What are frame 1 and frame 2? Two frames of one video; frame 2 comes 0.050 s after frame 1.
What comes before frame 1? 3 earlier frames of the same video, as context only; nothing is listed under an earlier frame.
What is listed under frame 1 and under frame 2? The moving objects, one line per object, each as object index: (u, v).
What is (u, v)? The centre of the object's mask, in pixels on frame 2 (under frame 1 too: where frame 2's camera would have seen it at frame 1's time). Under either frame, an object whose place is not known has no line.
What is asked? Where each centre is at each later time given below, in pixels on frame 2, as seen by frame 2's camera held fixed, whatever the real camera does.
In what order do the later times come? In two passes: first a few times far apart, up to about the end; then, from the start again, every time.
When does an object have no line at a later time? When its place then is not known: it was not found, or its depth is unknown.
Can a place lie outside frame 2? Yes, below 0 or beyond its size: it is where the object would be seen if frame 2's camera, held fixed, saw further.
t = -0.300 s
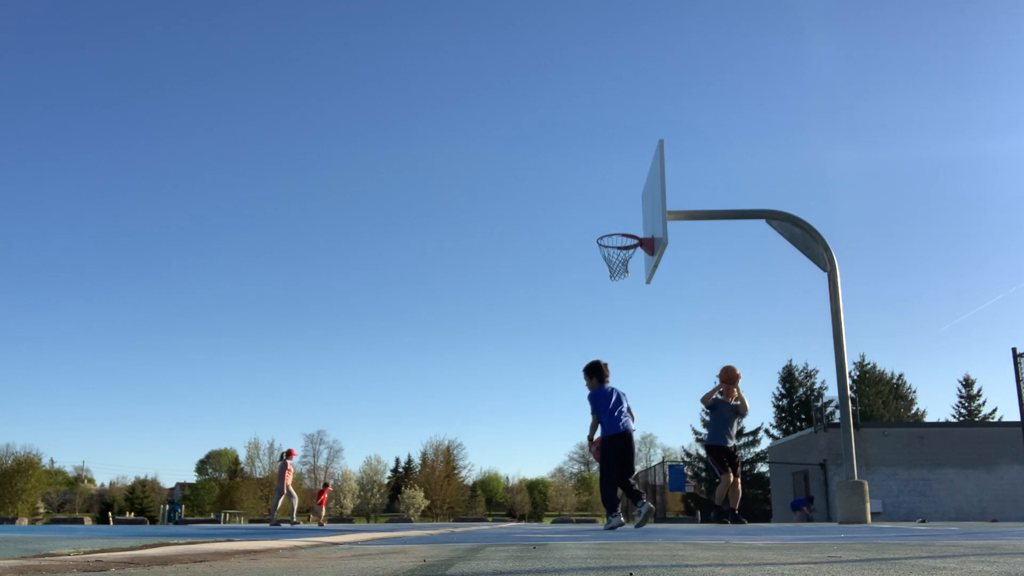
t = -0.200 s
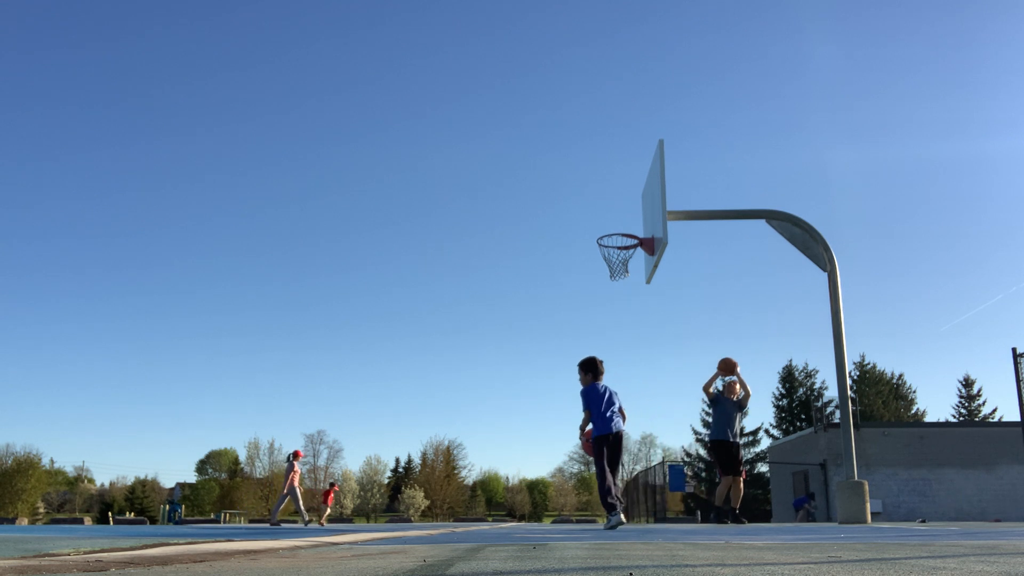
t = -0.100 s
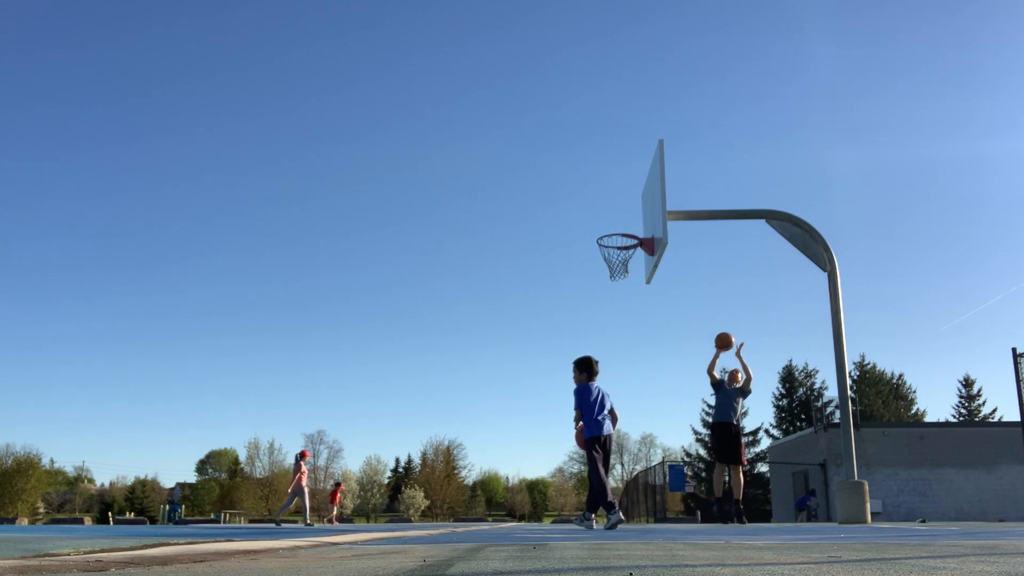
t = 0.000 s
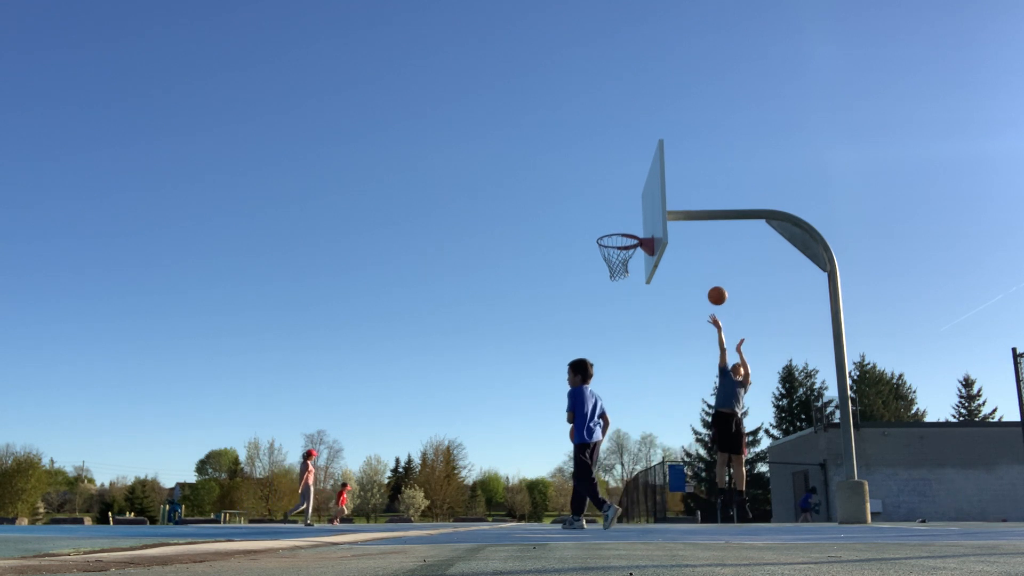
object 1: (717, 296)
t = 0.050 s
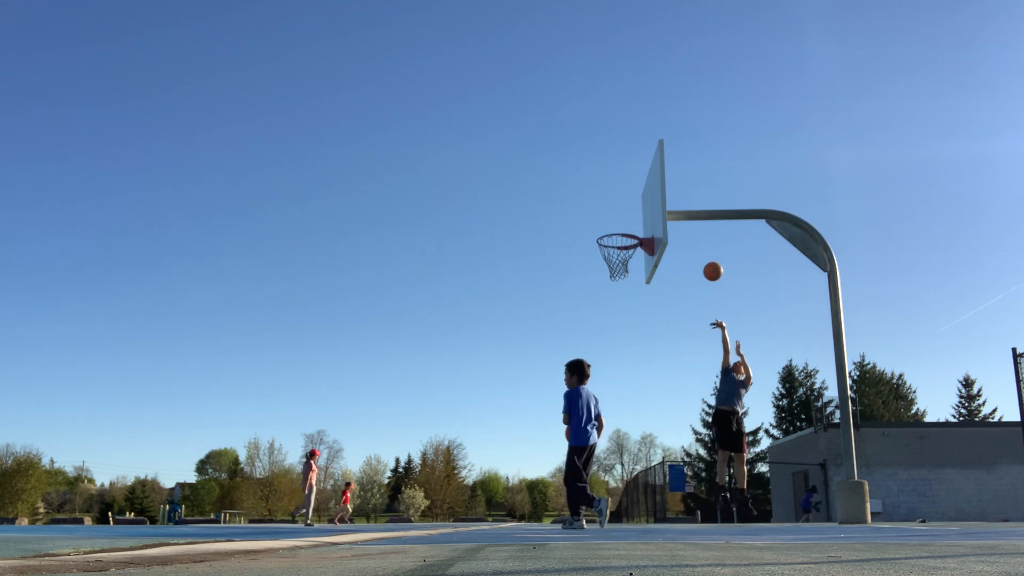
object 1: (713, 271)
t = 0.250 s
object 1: (696, 192)
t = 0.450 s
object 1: (682, 142)
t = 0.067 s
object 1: (711, 264)
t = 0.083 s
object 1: (710, 256)
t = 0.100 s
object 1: (708, 249)
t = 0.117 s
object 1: (707, 242)
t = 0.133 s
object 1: (706, 235)
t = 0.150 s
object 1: (704, 228)
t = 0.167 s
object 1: (703, 225)
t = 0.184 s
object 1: (701, 222)
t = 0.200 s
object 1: (700, 206)
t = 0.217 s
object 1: (699, 203)
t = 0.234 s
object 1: (698, 198)
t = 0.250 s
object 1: (696, 192)
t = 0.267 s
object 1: (695, 187)
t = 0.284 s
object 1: (694, 182)
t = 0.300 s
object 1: (692, 177)
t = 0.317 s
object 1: (691, 173)
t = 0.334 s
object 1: (690, 168)
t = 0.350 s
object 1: (689, 164)
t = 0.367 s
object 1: (688, 160)
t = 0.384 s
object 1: (686, 156)
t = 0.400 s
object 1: (685, 152)
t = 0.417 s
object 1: (684, 149)
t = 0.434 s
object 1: (683, 145)
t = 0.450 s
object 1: (682, 142)
